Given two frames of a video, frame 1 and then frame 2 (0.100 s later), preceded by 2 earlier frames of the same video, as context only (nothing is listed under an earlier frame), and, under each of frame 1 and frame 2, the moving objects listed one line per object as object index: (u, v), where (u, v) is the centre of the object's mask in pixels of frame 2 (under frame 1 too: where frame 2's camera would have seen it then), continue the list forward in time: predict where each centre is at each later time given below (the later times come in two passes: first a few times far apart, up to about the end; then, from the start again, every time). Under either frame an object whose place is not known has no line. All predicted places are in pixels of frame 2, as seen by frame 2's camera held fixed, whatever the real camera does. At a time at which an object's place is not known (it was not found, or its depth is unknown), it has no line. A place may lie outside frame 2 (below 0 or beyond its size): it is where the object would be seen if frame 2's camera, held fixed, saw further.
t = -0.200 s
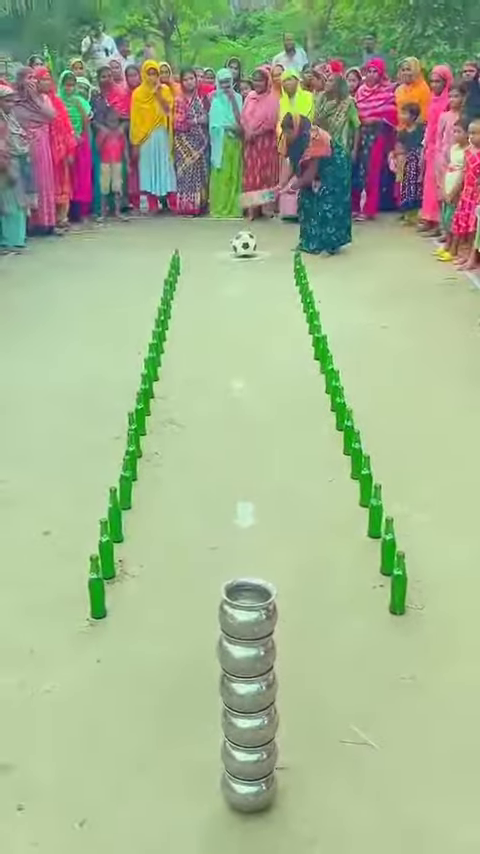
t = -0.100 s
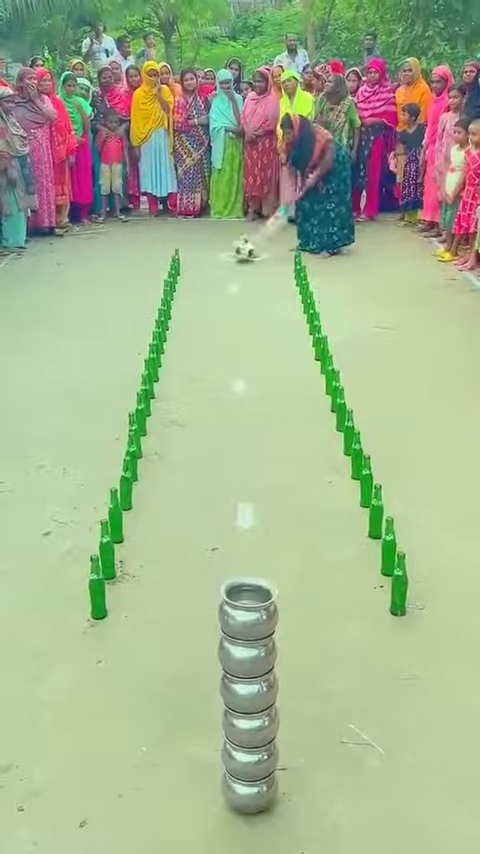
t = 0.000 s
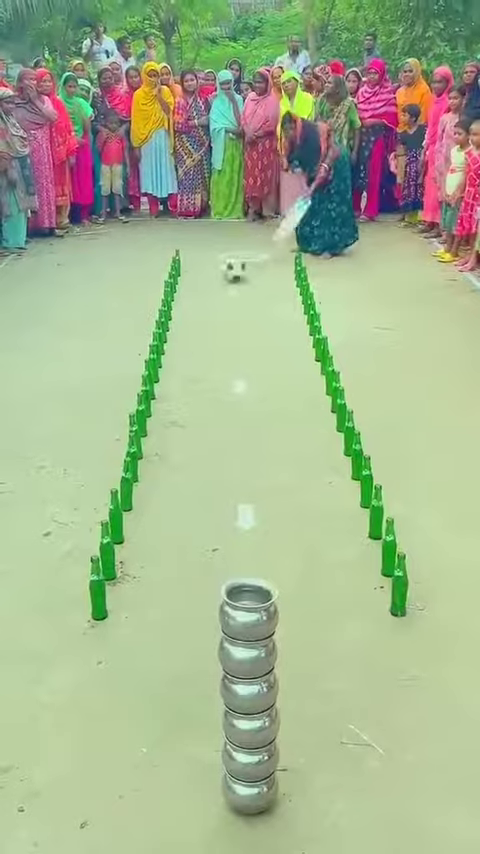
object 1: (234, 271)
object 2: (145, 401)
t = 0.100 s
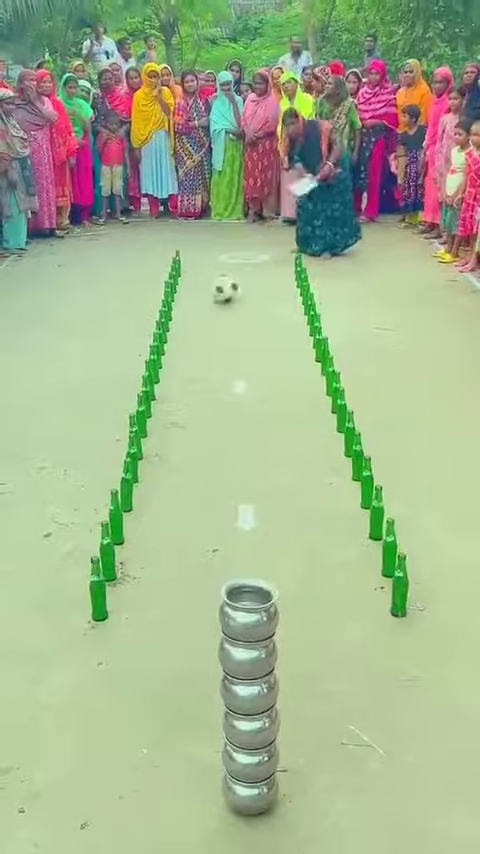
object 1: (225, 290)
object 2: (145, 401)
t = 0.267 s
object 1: (205, 327)
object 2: (145, 402)
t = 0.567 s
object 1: (168, 393)
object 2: (144, 402)
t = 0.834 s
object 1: (225, 457)
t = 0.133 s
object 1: (221, 297)
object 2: (144, 401)
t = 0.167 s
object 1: (219, 304)
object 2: (144, 401)
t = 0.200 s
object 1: (213, 312)
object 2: (144, 401)
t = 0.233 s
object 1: (209, 320)
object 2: (144, 402)
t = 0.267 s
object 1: (205, 327)
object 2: (145, 402)
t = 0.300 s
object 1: (201, 335)
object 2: (145, 402)
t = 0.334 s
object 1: (198, 341)
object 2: (144, 402)
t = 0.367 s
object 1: (193, 350)
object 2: (144, 402)
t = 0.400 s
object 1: (189, 355)
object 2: (144, 402)
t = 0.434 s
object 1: (183, 365)
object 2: (144, 402)
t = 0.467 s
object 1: (180, 368)
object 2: (144, 402)
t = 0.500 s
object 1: (176, 377)
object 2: (144, 402)
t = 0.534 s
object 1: (170, 385)
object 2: (144, 403)
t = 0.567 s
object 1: (168, 393)
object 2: (144, 402)
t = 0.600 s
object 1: (173, 400)
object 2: (132, 399)
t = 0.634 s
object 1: (181, 407)
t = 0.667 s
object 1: (189, 416)
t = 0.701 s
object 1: (196, 423)
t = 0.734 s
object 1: (201, 429)
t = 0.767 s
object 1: (208, 440)
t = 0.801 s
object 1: (216, 449)
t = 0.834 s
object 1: (225, 457)
